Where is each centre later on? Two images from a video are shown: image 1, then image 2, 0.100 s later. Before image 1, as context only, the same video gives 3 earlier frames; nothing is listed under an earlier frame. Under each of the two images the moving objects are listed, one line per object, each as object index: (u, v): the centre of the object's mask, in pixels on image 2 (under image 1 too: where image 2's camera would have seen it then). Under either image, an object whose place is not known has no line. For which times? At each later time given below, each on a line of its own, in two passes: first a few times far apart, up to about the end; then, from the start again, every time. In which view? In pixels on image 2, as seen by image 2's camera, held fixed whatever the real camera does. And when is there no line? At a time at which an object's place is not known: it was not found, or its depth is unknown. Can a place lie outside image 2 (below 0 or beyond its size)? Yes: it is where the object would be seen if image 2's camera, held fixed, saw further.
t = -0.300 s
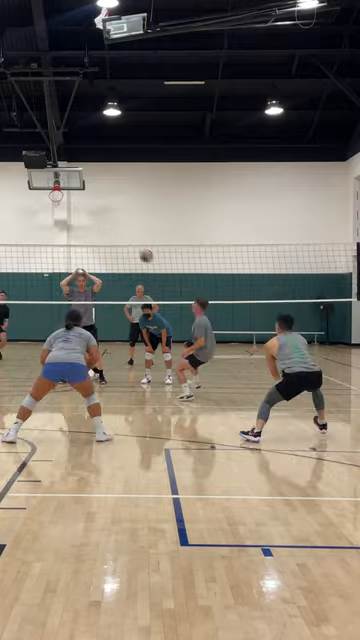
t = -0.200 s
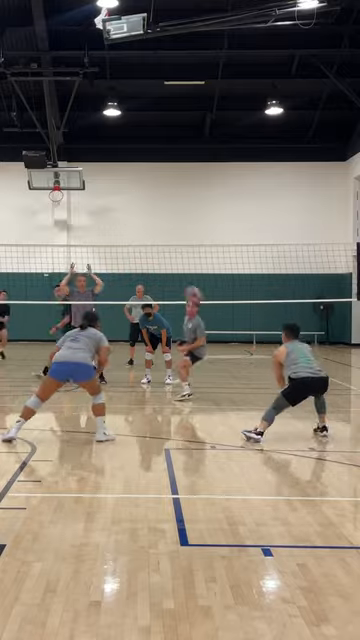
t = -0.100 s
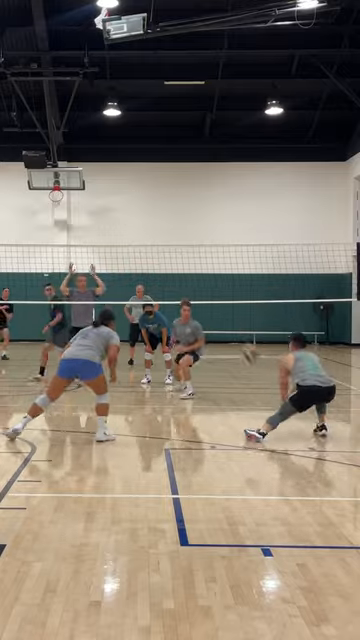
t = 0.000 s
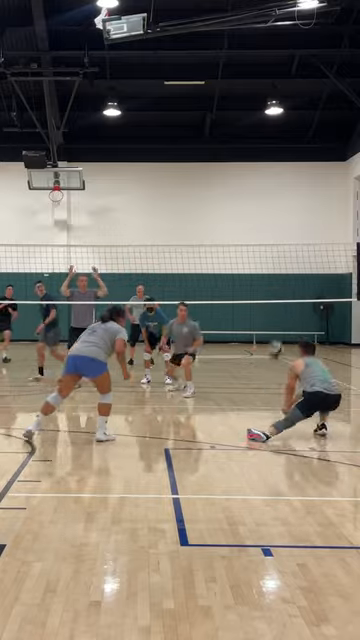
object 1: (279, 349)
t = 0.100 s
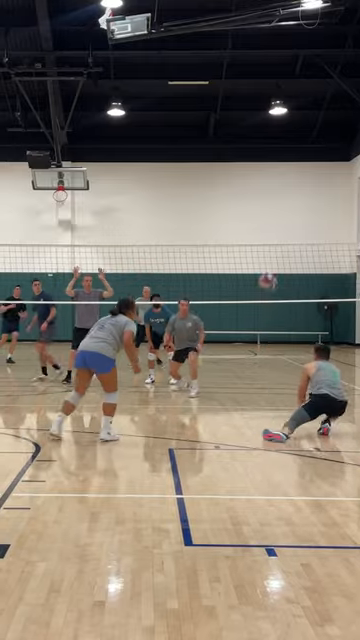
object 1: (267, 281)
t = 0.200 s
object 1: (256, 224)
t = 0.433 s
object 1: (233, 128)
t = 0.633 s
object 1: (215, 83)
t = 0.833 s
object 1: (199, 70)
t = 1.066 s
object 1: (181, 92)
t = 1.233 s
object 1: (169, 128)
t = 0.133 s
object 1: (264, 261)
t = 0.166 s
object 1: (260, 241)
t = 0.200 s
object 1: (256, 224)
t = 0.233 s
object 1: (253, 207)
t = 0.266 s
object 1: (249, 191)
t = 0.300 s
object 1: (246, 177)
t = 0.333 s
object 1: (242, 162)
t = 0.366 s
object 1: (239, 150)
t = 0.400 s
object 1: (236, 138)
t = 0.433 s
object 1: (233, 128)
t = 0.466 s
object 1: (230, 118)
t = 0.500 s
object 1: (227, 109)
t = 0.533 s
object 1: (224, 101)
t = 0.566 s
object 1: (221, 94)
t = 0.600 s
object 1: (218, 88)
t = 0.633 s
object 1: (215, 83)
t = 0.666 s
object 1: (213, 79)
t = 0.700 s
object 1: (210, 75)
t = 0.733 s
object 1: (207, 73)
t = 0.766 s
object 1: (204, 71)
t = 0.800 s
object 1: (202, 71)
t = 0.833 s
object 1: (199, 70)
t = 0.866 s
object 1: (196, 71)
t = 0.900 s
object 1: (194, 72)
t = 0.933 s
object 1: (191, 74)
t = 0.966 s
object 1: (189, 77)
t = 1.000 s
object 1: (186, 82)
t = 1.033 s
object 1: (184, 86)
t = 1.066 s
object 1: (181, 92)
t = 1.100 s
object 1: (179, 98)
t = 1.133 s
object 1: (176, 104)
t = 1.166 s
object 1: (174, 112)
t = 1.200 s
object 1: (171, 119)
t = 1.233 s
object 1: (169, 128)
